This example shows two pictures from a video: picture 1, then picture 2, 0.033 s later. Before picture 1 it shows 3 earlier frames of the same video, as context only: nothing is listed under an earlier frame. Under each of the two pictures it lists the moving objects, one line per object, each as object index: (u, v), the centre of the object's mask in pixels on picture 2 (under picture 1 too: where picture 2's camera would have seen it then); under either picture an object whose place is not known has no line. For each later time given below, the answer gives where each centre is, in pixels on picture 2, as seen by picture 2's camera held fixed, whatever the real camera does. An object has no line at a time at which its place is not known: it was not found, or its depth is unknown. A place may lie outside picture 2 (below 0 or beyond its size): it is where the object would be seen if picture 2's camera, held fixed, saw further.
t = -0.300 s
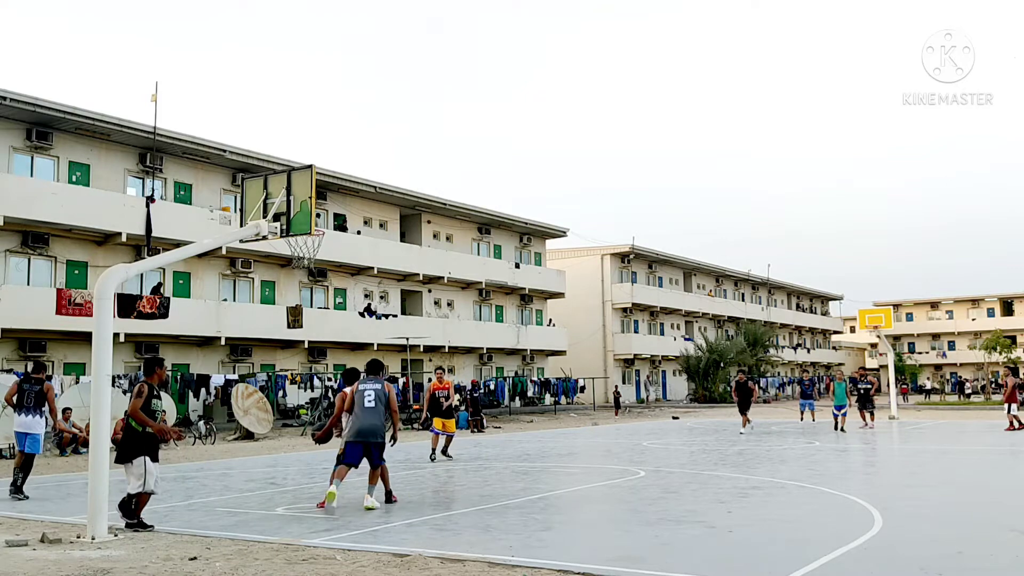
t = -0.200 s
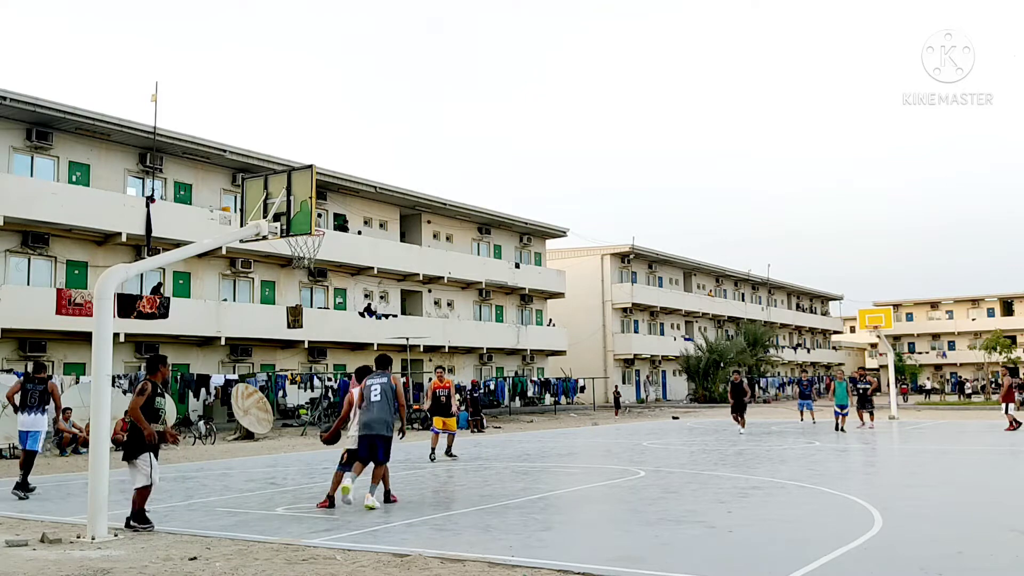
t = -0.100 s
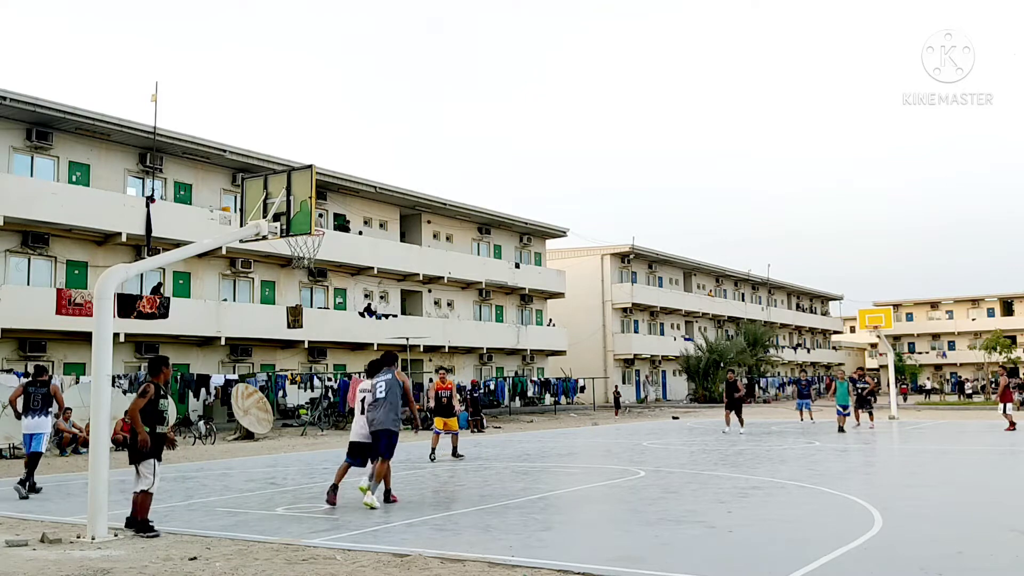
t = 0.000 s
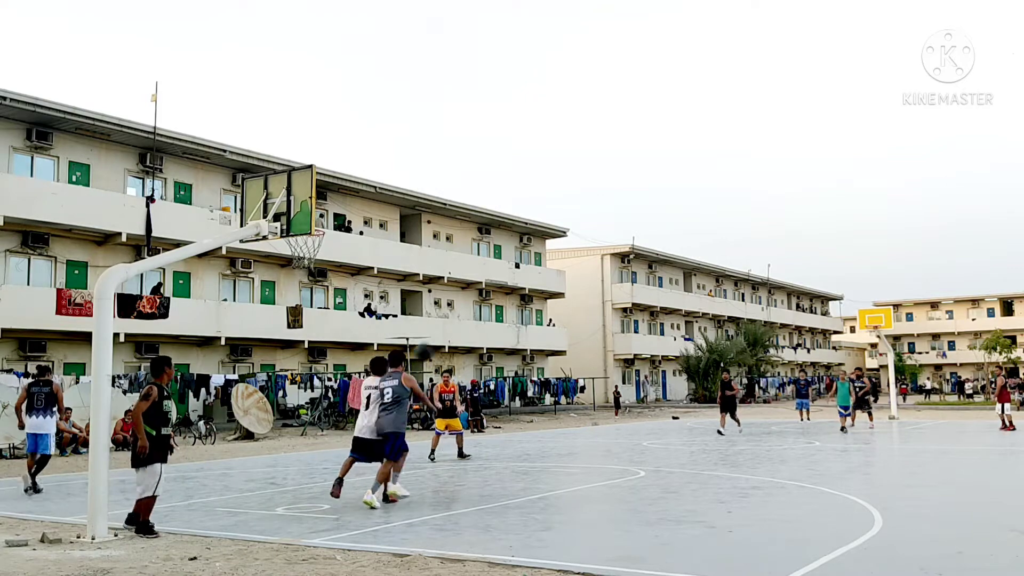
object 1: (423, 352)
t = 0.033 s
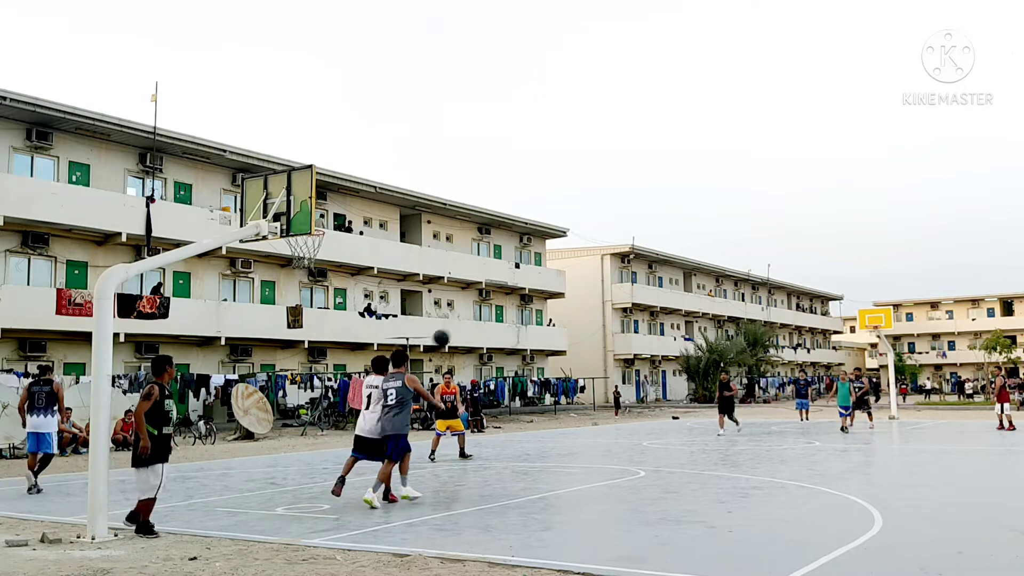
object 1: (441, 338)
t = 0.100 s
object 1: (474, 315)
